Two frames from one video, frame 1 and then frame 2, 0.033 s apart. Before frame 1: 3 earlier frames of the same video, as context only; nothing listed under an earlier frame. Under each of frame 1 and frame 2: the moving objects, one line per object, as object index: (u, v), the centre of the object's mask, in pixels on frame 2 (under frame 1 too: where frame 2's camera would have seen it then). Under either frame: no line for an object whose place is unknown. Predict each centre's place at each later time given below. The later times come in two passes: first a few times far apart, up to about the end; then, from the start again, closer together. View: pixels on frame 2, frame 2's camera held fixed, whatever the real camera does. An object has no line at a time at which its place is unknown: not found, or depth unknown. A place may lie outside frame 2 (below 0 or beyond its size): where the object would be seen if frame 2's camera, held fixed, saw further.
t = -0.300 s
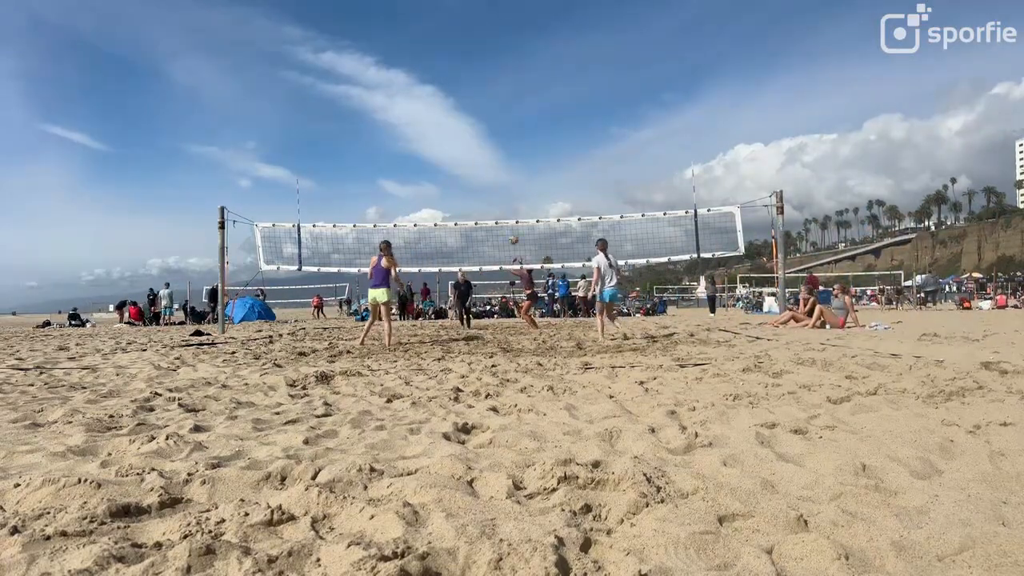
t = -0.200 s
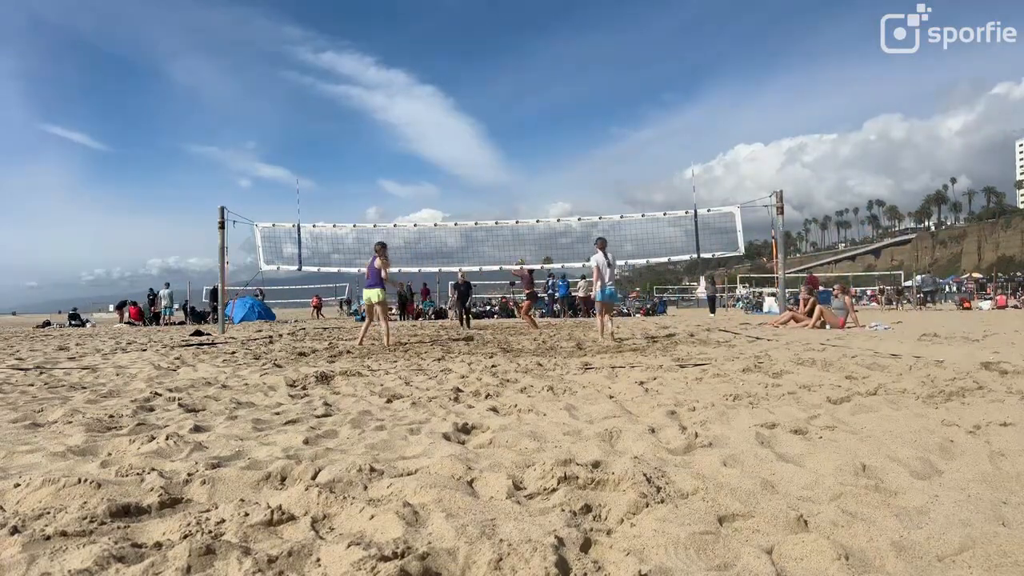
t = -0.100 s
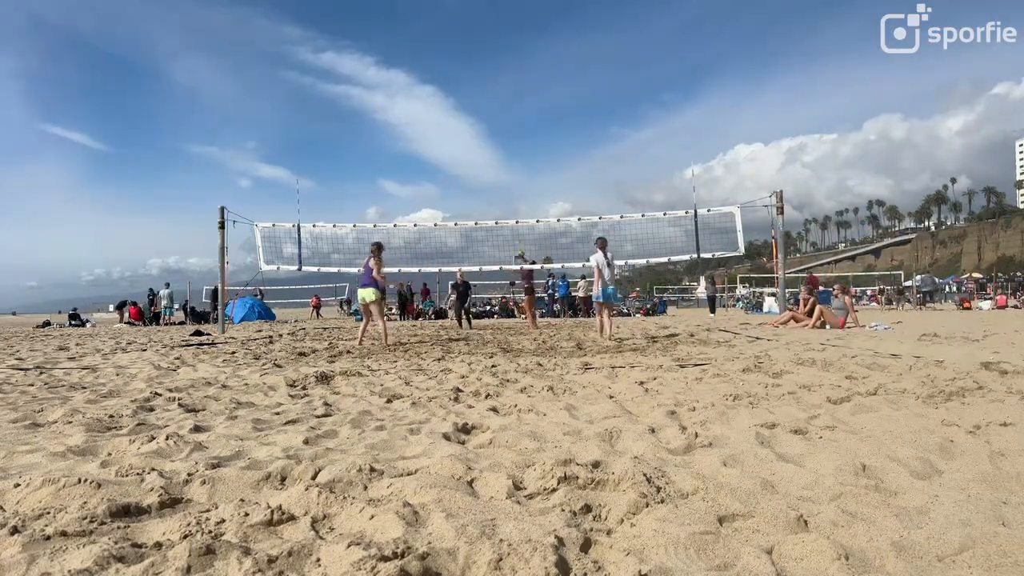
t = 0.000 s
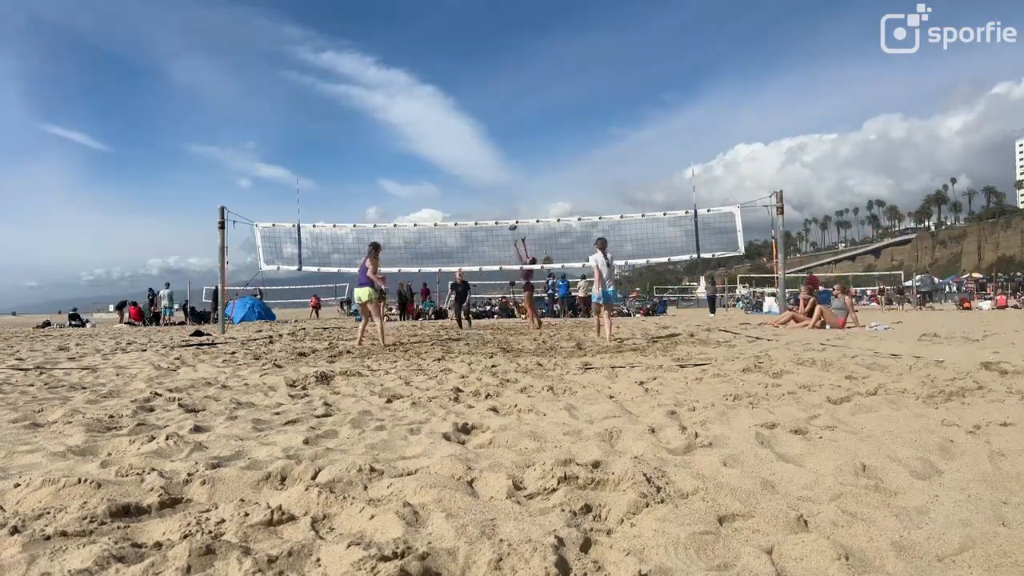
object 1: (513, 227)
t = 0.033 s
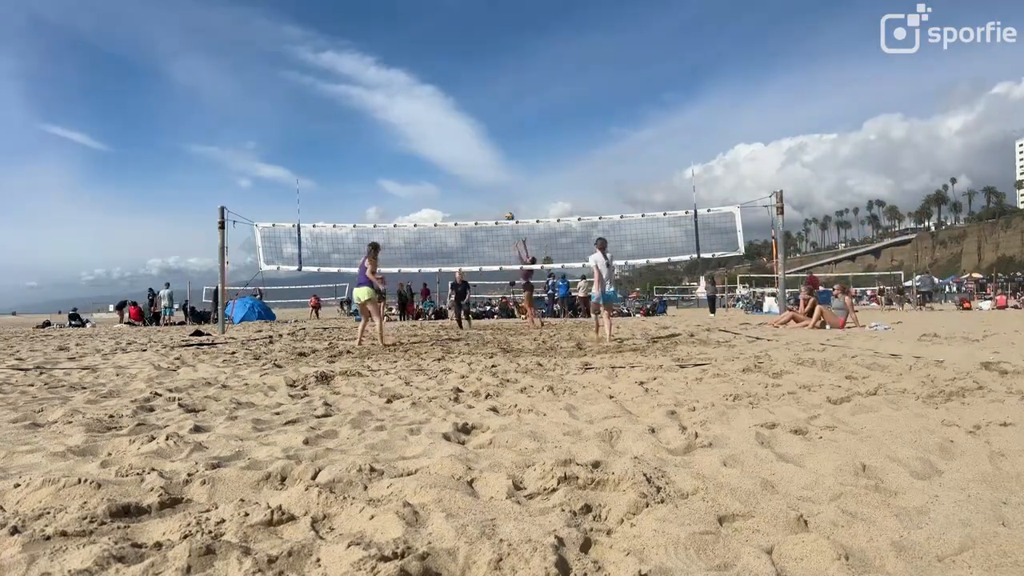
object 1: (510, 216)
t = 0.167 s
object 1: (499, 185)
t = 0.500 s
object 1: (474, 143)
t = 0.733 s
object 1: (460, 144)
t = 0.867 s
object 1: (453, 156)
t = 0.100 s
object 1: (504, 200)
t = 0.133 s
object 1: (501, 192)
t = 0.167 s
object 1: (499, 185)
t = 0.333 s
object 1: (486, 158)
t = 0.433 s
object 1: (479, 147)
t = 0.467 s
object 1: (477, 145)
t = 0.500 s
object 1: (474, 143)
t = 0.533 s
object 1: (472, 142)
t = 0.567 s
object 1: (470, 141)
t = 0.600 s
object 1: (468, 140)
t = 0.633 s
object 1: (466, 140)
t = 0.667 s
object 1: (464, 141)
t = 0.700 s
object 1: (462, 142)
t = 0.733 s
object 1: (460, 144)
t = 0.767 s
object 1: (459, 146)
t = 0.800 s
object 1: (457, 149)
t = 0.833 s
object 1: (455, 152)
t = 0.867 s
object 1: (453, 156)
